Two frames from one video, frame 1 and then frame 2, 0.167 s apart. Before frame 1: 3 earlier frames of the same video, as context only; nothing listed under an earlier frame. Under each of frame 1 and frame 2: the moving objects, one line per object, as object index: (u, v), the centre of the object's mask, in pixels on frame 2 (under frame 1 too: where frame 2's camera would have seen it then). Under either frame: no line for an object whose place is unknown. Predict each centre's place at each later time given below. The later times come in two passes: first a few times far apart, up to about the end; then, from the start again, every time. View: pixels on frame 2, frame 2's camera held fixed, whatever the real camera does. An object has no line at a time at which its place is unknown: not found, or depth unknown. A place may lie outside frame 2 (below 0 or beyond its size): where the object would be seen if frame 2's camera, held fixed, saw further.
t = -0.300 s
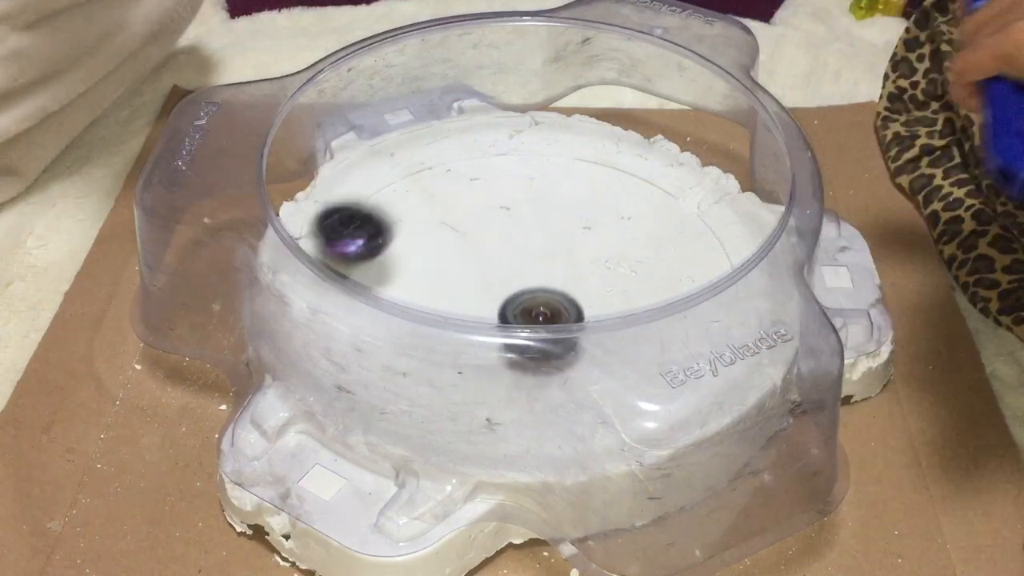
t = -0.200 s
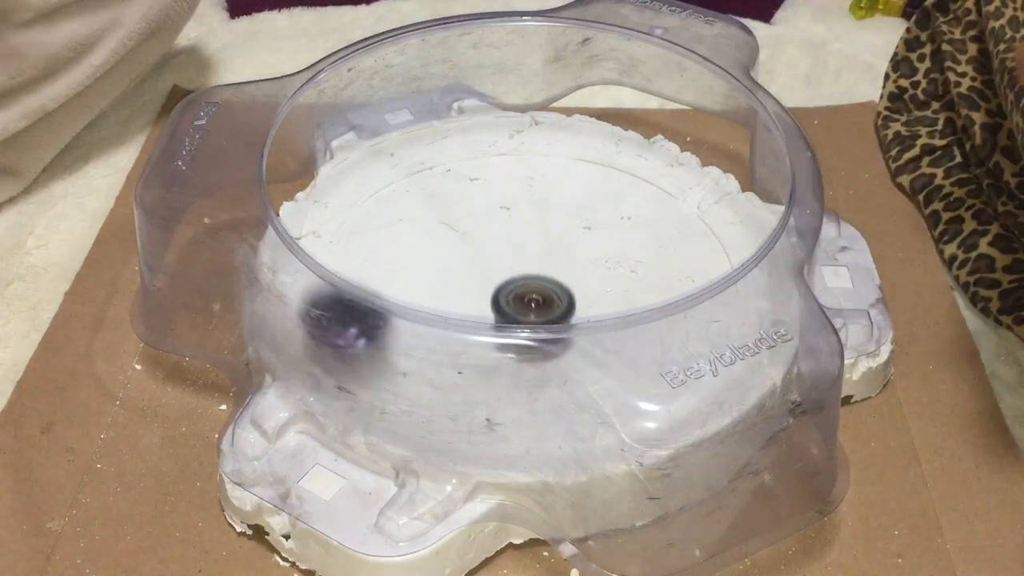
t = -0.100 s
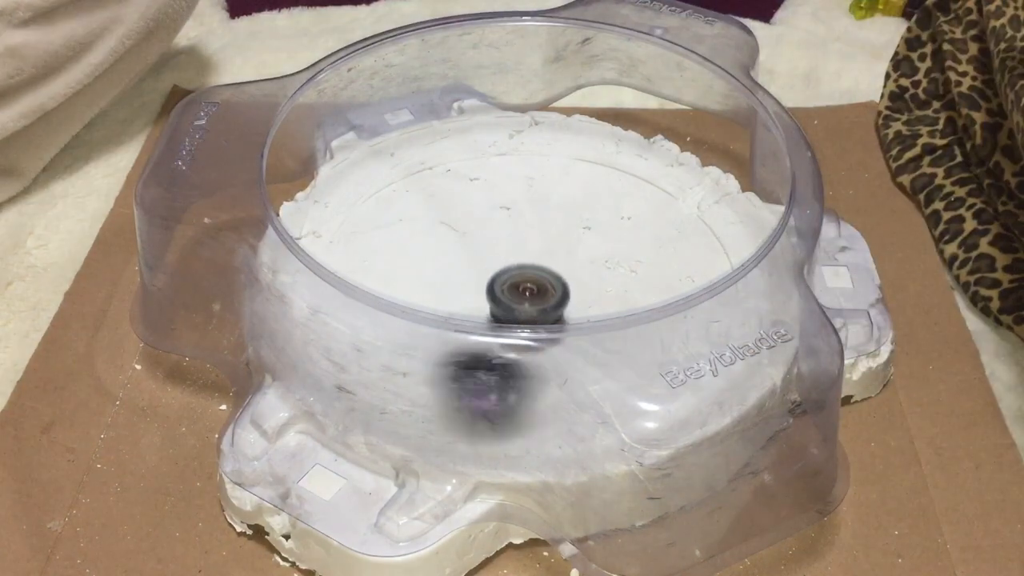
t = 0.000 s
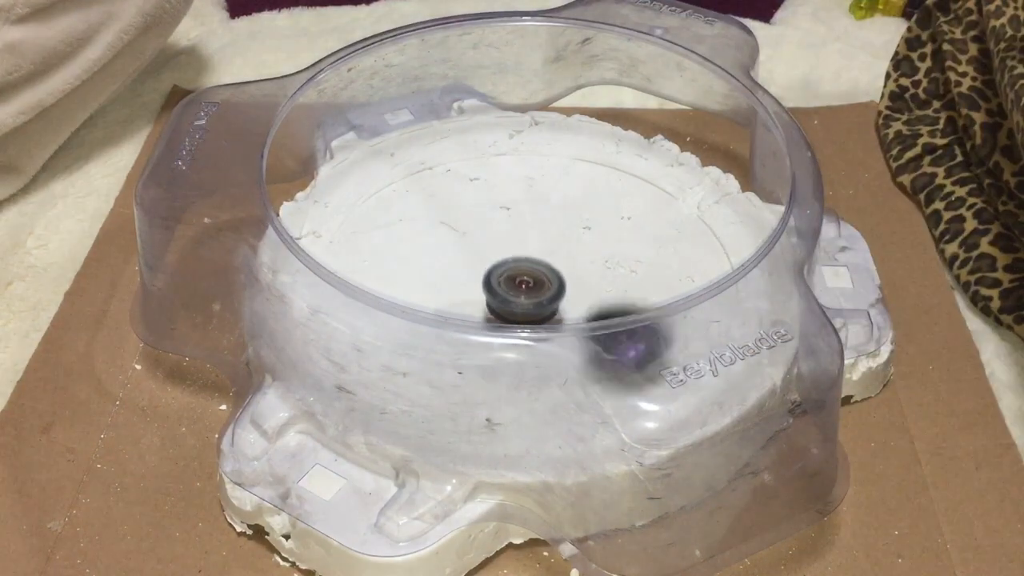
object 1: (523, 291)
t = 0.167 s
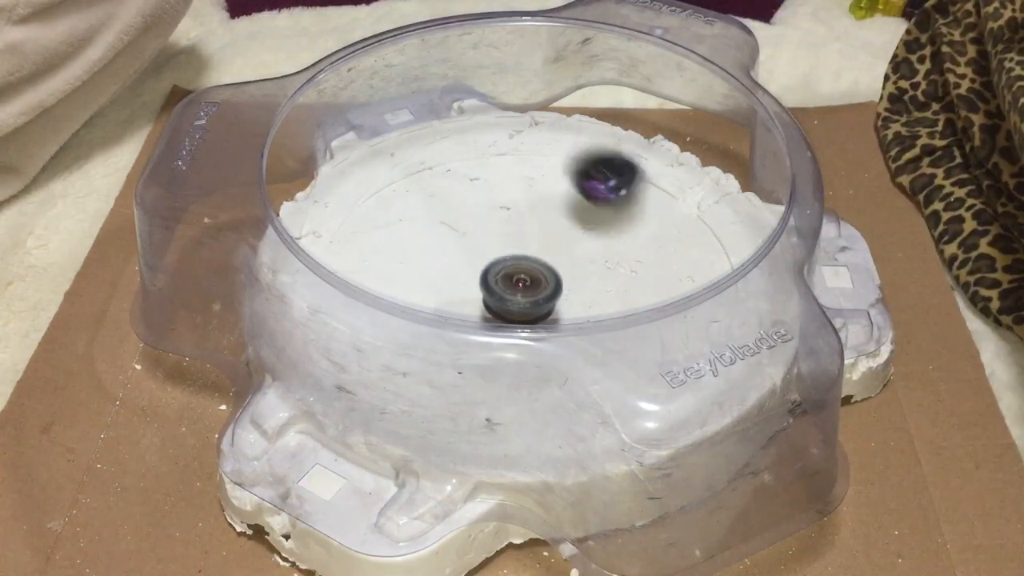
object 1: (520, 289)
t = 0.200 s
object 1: (520, 289)
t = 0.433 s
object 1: (515, 286)
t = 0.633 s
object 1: (515, 286)
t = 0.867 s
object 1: (514, 284)
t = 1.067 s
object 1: (512, 272)
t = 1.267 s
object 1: (513, 265)
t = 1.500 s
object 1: (512, 265)
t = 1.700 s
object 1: (511, 265)
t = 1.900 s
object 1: (512, 265)
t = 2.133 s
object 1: (511, 265)
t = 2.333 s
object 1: (511, 264)
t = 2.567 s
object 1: (512, 264)
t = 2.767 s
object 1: (512, 263)
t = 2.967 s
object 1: (513, 263)
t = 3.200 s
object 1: (514, 264)
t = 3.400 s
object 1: (514, 263)
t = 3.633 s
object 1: (514, 264)
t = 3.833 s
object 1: (516, 263)
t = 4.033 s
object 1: (516, 264)
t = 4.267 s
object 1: (517, 262)
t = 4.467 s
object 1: (517, 264)
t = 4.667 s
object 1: (522, 260)
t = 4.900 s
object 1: (519, 261)
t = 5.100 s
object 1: (516, 262)
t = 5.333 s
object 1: (526, 265)
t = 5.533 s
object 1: (558, 262)
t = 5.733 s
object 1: (558, 257)
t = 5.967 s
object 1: (555, 233)
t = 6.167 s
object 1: (544, 232)
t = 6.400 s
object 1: (540, 232)
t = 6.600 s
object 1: (540, 232)
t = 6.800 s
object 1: (540, 233)
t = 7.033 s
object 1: (540, 232)
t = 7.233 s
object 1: (553, 230)
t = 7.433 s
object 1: (556, 229)
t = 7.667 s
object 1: (570, 215)
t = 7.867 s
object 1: (567, 214)
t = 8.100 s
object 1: (563, 216)
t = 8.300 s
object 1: (560, 226)
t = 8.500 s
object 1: (554, 231)
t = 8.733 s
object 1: (539, 218)
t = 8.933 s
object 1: (524, 213)
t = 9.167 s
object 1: (514, 211)
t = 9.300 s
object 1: (512, 211)
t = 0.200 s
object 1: (520, 289)
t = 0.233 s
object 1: (518, 289)
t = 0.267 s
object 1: (515, 287)
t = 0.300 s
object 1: (515, 287)
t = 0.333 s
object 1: (515, 286)
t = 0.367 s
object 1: (515, 287)
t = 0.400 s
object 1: (515, 286)
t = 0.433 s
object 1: (515, 286)
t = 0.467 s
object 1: (515, 286)
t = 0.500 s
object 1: (515, 286)
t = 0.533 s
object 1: (515, 286)
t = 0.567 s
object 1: (515, 286)
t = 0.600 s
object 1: (515, 286)
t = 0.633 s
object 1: (515, 286)
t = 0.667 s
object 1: (515, 287)
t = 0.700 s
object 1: (515, 287)
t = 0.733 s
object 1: (515, 286)
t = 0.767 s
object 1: (515, 286)
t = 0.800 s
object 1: (515, 286)
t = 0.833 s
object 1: (514, 285)
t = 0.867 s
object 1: (514, 284)
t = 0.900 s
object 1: (513, 282)
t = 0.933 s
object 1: (512, 280)
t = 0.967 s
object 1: (511, 279)
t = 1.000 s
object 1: (512, 276)
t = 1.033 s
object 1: (512, 274)
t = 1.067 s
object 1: (512, 272)
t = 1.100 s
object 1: (513, 271)
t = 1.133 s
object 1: (513, 269)
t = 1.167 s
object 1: (513, 267)
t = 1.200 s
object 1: (513, 266)
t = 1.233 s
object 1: (513, 265)
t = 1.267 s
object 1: (513, 265)
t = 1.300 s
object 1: (513, 265)
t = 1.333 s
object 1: (513, 265)
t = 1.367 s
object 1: (513, 265)
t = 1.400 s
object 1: (513, 265)
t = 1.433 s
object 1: (512, 265)
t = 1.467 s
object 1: (512, 265)
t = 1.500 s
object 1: (512, 265)
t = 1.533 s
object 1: (512, 265)
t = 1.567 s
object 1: (512, 265)
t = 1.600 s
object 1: (512, 265)
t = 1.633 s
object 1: (512, 265)
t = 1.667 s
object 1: (512, 265)
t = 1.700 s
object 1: (511, 265)
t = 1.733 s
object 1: (511, 265)
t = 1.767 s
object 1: (511, 265)
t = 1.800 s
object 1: (512, 265)
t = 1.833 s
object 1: (511, 265)
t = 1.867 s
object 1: (511, 265)
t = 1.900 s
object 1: (512, 265)
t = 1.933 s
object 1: (511, 264)
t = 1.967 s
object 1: (511, 265)
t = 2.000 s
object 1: (511, 265)
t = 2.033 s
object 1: (511, 265)
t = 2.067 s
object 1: (511, 265)
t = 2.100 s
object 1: (511, 265)
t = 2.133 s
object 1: (511, 265)
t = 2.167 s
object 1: (511, 265)
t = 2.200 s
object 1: (511, 264)
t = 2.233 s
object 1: (511, 264)
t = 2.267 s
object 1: (511, 264)
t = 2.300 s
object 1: (511, 264)
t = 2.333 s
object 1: (511, 264)
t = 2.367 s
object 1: (511, 264)
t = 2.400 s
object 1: (511, 264)
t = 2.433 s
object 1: (511, 264)
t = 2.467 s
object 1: (512, 264)
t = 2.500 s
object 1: (512, 264)
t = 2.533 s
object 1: (512, 264)
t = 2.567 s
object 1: (512, 264)
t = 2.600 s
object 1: (512, 263)
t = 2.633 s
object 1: (512, 264)
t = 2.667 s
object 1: (512, 264)
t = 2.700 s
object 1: (513, 264)
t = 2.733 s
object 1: (512, 264)
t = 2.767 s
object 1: (512, 263)
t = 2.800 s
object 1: (512, 264)
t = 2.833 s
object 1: (512, 263)
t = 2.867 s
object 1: (512, 264)
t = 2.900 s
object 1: (513, 263)
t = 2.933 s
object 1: (513, 264)
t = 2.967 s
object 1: (513, 263)
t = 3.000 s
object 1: (512, 264)
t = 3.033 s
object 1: (514, 264)
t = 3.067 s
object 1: (513, 263)
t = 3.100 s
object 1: (514, 264)
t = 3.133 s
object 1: (514, 263)
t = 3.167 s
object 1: (513, 264)
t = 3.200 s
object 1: (514, 264)
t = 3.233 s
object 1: (514, 263)
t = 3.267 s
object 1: (513, 264)
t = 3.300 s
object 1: (514, 263)
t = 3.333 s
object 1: (514, 263)
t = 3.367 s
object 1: (516, 263)
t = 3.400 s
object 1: (514, 263)
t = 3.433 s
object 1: (514, 263)
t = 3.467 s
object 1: (514, 263)
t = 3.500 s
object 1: (515, 263)
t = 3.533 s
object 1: (514, 263)
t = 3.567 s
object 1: (514, 263)
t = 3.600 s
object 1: (514, 263)
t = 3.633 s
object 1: (514, 264)
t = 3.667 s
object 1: (515, 263)
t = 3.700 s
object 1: (514, 264)
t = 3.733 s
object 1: (516, 264)
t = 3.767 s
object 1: (514, 263)
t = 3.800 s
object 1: (514, 264)
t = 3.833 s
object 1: (516, 263)
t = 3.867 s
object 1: (514, 263)
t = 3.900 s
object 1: (513, 264)
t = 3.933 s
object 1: (514, 264)
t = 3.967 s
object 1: (515, 264)
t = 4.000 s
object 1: (515, 264)
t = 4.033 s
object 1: (516, 264)
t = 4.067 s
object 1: (515, 263)
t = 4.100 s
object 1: (515, 264)
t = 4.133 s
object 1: (517, 263)
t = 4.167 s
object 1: (516, 262)
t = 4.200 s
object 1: (514, 263)
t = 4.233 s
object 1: (516, 264)
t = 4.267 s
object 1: (517, 262)
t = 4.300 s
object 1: (515, 263)
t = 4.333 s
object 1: (515, 264)
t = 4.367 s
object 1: (518, 263)
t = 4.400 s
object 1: (517, 262)
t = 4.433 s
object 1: (515, 263)
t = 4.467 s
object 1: (517, 264)
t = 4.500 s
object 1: (518, 263)
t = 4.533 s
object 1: (515, 263)
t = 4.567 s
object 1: (520, 263)
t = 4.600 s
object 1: (522, 262)
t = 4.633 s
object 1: (522, 261)
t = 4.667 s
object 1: (522, 260)
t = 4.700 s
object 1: (521, 260)
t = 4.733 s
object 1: (521, 261)
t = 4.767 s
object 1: (520, 261)
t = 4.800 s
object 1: (520, 261)
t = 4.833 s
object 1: (520, 261)
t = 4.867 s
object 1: (519, 261)
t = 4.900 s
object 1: (519, 261)
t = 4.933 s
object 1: (517, 261)
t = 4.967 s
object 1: (516, 260)
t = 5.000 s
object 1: (516, 260)
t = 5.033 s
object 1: (516, 260)
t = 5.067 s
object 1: (516, 261)
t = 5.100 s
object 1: (516, 262)
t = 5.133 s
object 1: (517, 262)
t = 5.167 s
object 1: (517, 262)
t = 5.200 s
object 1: (517, 262)
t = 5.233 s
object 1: (518, 263)
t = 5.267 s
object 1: (520, 263)
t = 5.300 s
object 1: (524, 264)
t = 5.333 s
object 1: (526, 265)
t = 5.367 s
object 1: (526, 265)
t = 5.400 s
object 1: (536, 264)
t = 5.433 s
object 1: (551, 263)
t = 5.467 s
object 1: (557, 263)
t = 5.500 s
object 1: (558, 262)
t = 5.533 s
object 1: (558, 262)
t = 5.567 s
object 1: (558, 261)
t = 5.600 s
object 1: (558, 261)
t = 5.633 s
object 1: (558, 261)
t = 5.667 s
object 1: (558, 260)
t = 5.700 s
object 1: (558, 260)
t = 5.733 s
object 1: (558, 257)
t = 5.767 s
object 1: (560, 248)
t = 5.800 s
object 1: (560, 243)
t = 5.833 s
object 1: (559, 242)
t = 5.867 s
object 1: (559, 240)
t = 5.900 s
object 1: (558, 235)
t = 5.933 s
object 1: (557, 233)
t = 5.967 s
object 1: (555, 233)
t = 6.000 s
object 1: (553, 232)
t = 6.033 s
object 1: (551, 232)
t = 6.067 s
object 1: (549, 232)
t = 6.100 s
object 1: (548, 231)
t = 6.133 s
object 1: (546, 231)
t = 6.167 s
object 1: (544, 232)
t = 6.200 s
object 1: (543, 232)
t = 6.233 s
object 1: (542, 232)
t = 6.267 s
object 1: (541, 232)
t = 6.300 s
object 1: (541, 232)
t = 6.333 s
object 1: (541, 232)
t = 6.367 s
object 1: (540, 232)
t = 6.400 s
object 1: (540, 232)
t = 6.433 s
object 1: (540, 232)
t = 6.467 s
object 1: (540, 232)
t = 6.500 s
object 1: (540, 232)
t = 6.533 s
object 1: (540, 232)
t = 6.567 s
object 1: (540, 232)
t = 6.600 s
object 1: (540, 232)
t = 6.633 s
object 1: (540, 232)
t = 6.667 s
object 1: (541, 232)
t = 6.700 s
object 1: (541, 232)
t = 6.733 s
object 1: (541, 232)
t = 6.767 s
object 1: (541, 233)
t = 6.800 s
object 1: (540, 233)
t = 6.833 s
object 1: (540, 233)
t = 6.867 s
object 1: (539, 233)
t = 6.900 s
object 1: (539, 233)
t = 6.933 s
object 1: (541, 232)
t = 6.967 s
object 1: (541, 232)
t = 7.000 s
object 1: (541, 232)
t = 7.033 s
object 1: (540, 232)
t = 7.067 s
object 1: (540, 232)
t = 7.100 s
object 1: (540, 232)
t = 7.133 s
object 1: (540, 232)
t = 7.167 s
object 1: (539, 232)
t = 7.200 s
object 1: (541, 232)
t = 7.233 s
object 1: (553, 230)
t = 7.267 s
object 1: (558, 230)
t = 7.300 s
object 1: (558, 230)
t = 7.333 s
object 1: (557, 230)
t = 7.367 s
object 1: (557, 230)
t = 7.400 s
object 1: (557, 229)
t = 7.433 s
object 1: (556, 229)
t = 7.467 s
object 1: (556, 229)
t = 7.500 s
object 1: (556, 229)
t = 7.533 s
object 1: (558, 226)
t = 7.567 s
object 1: (568, 217)
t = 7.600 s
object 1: (571, 215)
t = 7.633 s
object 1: (570, 215)
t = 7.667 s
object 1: (570, 215)
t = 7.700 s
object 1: (569, 215)
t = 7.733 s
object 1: (568, 215)
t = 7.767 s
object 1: (568, 215)
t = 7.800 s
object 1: (567, 215)
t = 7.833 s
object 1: (567, 214)
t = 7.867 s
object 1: (567, 214)
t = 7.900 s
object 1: (566, 214)
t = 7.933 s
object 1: (566, 214)
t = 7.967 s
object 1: (566, 215)
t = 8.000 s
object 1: (566, 214)
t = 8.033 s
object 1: (566, 214)
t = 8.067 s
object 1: (565, 215)
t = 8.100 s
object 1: (563, 216)
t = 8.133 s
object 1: (560, 218)
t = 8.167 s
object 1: (556, 220)
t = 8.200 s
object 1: (552, 223)
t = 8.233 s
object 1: (555, 224)
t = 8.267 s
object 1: (561, 224)
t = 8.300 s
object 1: (560, 226)
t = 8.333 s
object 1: (559, 227)
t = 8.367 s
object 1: (558, 227)
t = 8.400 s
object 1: (557, 228)
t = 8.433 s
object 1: (557, 229)
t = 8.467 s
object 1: (556, 230)
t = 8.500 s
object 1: (554, 231)
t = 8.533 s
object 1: (552, 232)
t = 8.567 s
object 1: (550, 233)
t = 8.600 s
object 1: (547, 234)
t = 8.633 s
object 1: (543, 234)
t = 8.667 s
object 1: (545, 226)
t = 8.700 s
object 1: (543, 221)
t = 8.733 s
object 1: (539, 218)
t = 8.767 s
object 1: (535, 216)
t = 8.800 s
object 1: (531, 216)
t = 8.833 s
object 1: (528, 215)
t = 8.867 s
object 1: (526, 215)
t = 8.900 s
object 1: (525, 216)
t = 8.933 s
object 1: (524, 213)
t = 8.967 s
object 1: (521, 211)
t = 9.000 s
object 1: (519, 210)
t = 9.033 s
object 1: (518, 210)
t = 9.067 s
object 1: (516, 210)
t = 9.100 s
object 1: (515, 210)
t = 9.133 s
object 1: (515, 211)
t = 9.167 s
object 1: (514, 211)
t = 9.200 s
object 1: (514, 211)
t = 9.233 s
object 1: (513, 211)
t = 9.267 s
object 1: (513, 211)
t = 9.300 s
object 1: (512, 211)
